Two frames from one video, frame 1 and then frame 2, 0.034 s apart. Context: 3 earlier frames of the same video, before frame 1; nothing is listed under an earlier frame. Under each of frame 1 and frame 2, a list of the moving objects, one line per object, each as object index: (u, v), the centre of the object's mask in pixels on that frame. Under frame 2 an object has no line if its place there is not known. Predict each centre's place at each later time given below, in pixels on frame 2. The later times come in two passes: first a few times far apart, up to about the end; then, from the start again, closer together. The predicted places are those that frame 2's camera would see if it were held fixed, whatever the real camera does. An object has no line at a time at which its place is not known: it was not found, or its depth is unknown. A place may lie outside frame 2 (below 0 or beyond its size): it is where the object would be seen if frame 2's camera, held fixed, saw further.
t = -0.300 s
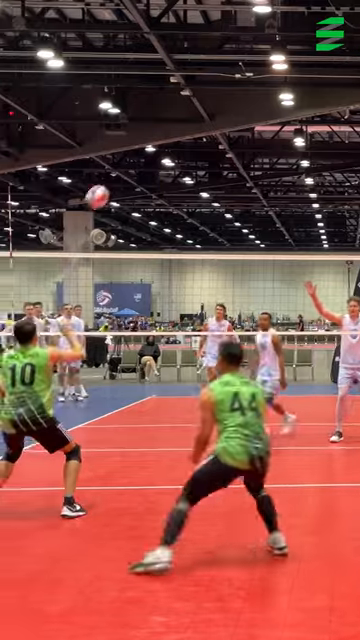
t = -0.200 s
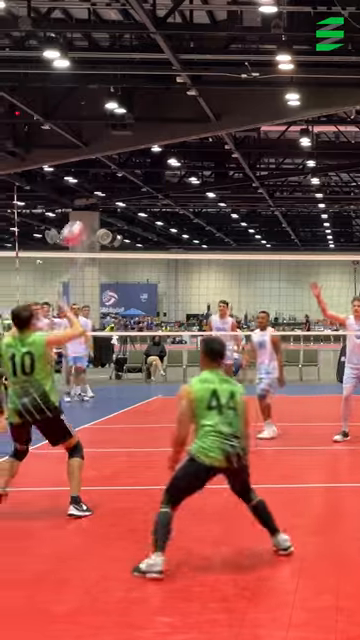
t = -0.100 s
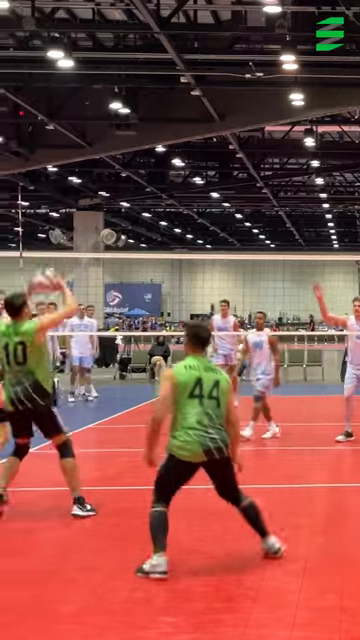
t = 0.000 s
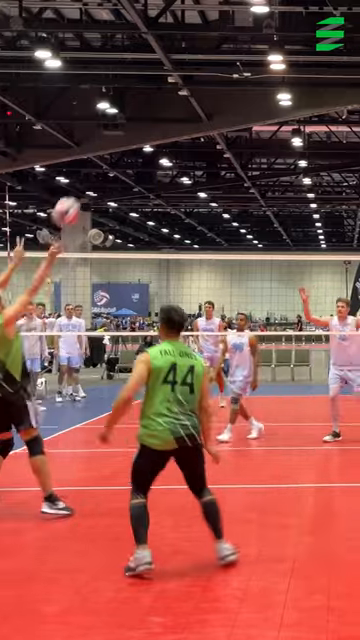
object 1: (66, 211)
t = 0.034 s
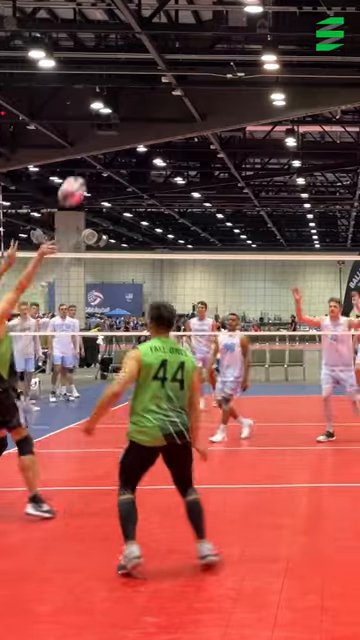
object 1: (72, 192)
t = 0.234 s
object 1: (142, 101)
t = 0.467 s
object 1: (214, 54)
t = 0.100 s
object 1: (96, 155)
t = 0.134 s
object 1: (108, 139)
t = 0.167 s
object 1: (120, 125)
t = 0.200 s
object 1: (131, 112)
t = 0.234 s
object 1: (142, 101)
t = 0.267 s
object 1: (153, 90)
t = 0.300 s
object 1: (164, 81)
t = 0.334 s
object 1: (174, 74)
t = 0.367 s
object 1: (184, 67)
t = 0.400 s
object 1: (194, 62)
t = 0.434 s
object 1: (204, 57)
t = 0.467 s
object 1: (214, 54)
